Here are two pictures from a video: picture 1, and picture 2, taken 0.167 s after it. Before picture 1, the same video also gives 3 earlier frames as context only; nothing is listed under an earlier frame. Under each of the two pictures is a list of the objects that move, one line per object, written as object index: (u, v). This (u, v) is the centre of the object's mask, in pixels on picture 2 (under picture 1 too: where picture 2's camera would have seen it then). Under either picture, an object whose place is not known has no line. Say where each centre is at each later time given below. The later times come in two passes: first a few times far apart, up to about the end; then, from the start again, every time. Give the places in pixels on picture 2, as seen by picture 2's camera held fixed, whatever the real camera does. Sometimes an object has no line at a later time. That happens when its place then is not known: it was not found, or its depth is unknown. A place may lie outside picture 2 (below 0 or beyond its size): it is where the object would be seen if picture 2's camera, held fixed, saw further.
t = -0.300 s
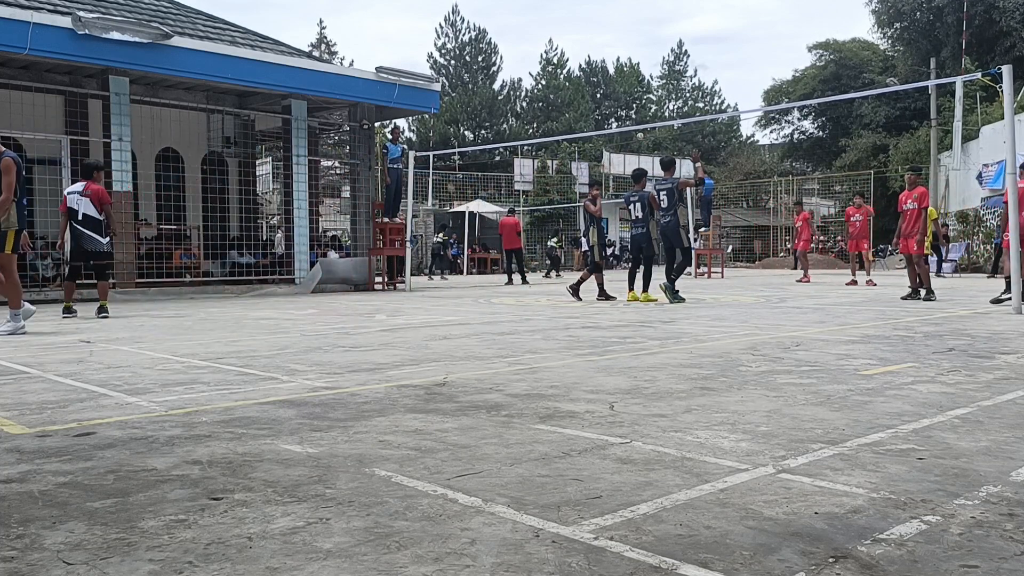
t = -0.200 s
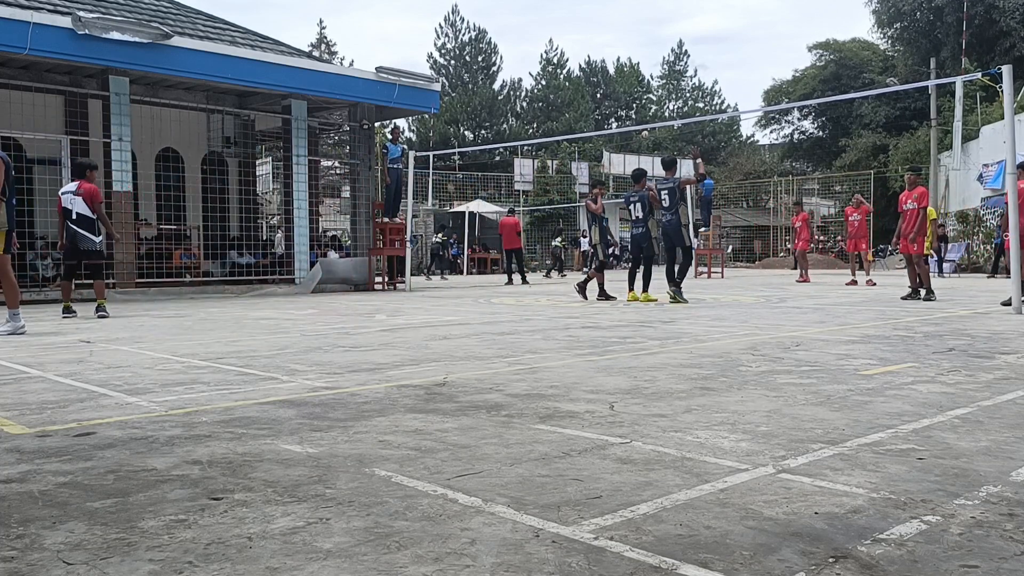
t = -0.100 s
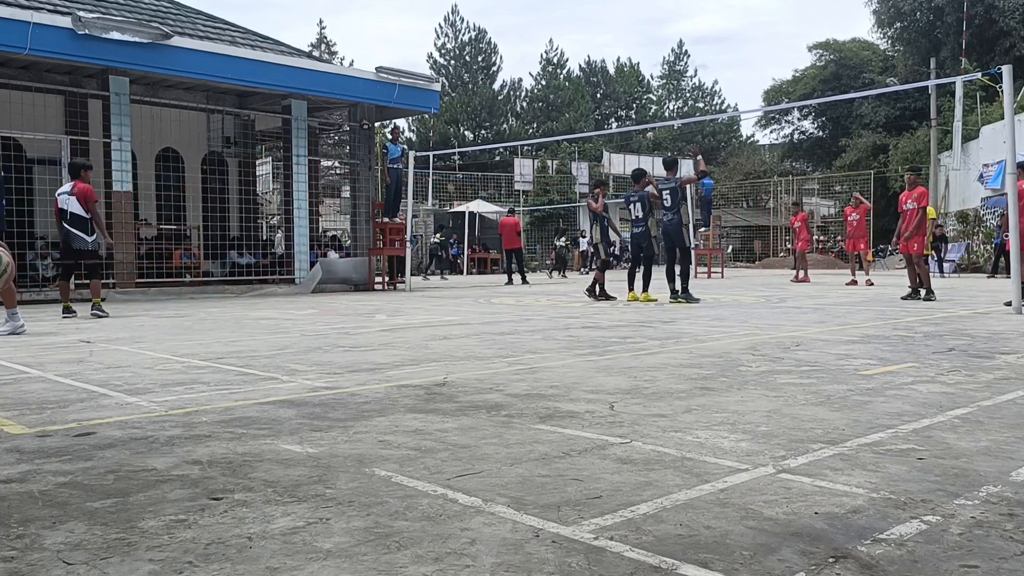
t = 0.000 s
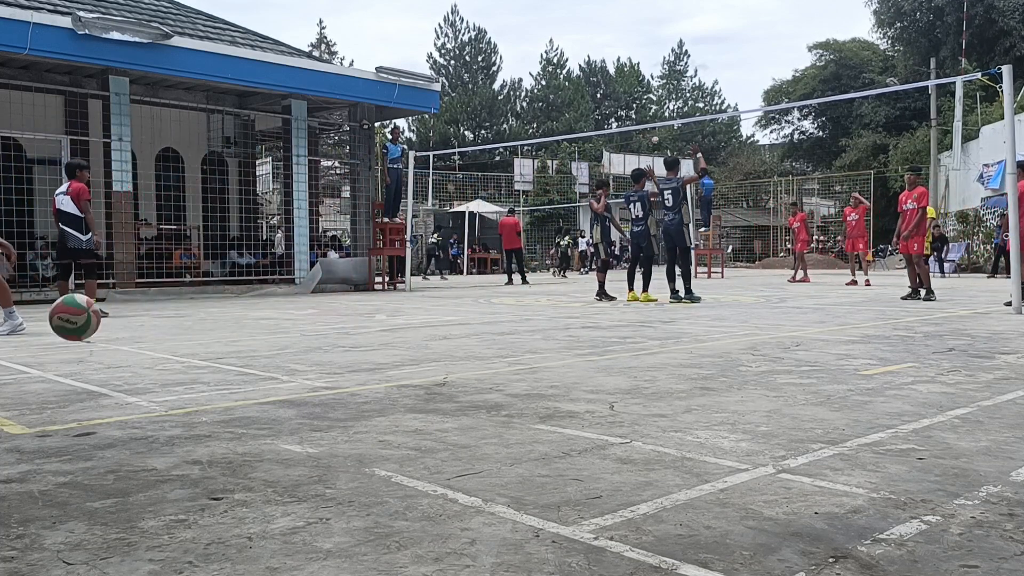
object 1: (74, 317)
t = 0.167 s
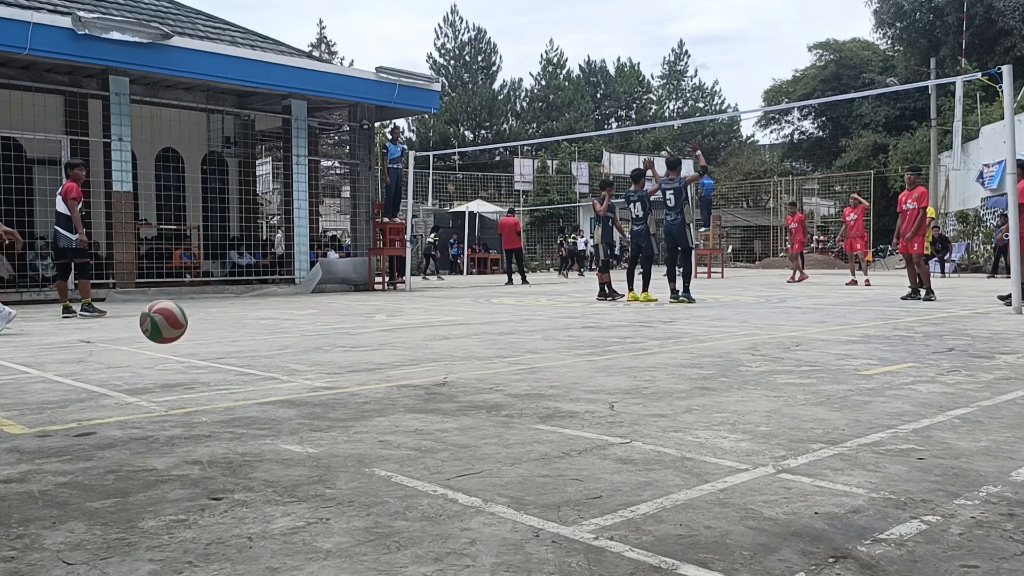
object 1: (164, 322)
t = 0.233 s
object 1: (181, 294)
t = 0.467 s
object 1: (240, 267)
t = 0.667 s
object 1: (289, 331)
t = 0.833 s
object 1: (327, 312)
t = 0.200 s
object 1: (172, 307)
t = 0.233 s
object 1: (181, 294)
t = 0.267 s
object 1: (189, 283)
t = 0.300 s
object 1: (198, 275)
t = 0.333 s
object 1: (206, 269)
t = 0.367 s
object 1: (215, 265)
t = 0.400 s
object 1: (224, 264)
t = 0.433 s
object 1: (232, 264)
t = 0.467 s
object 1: (240, 267)
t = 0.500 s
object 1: (248, 273)
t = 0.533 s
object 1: (257, 280)
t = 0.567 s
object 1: (265, 290)
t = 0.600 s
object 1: (273, 301)
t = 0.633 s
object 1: (281, 315)
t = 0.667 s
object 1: (289, 331)
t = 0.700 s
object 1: (297, 349)
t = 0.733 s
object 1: (305, 355)
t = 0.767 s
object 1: (312, 338)
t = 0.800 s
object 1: (319, 325)
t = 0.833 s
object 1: (327, 312)
